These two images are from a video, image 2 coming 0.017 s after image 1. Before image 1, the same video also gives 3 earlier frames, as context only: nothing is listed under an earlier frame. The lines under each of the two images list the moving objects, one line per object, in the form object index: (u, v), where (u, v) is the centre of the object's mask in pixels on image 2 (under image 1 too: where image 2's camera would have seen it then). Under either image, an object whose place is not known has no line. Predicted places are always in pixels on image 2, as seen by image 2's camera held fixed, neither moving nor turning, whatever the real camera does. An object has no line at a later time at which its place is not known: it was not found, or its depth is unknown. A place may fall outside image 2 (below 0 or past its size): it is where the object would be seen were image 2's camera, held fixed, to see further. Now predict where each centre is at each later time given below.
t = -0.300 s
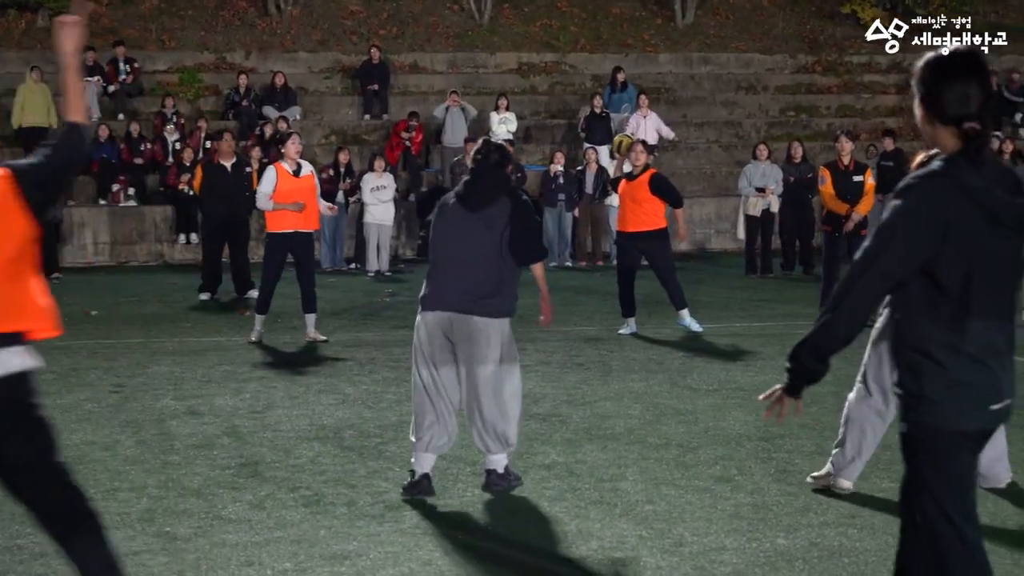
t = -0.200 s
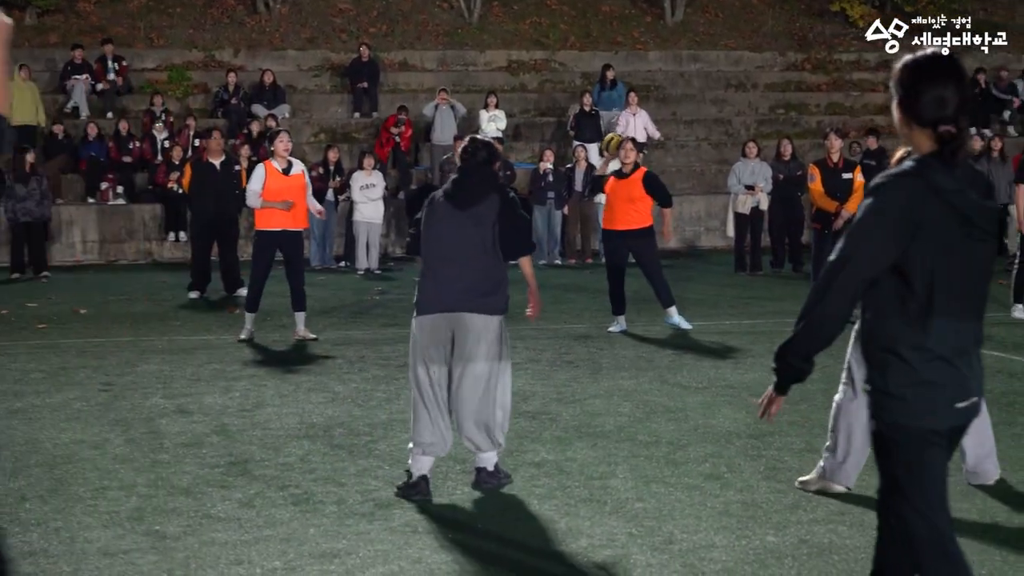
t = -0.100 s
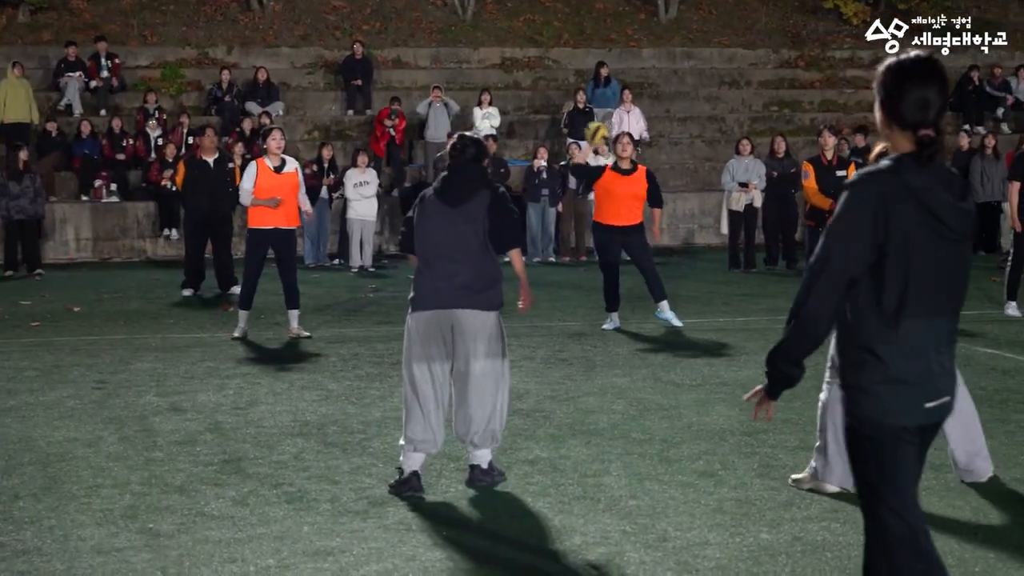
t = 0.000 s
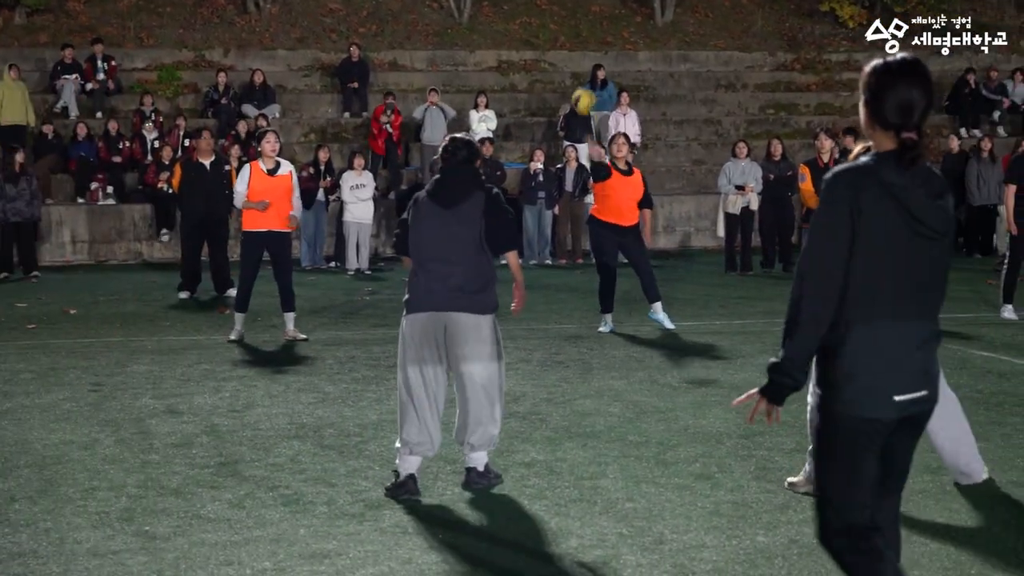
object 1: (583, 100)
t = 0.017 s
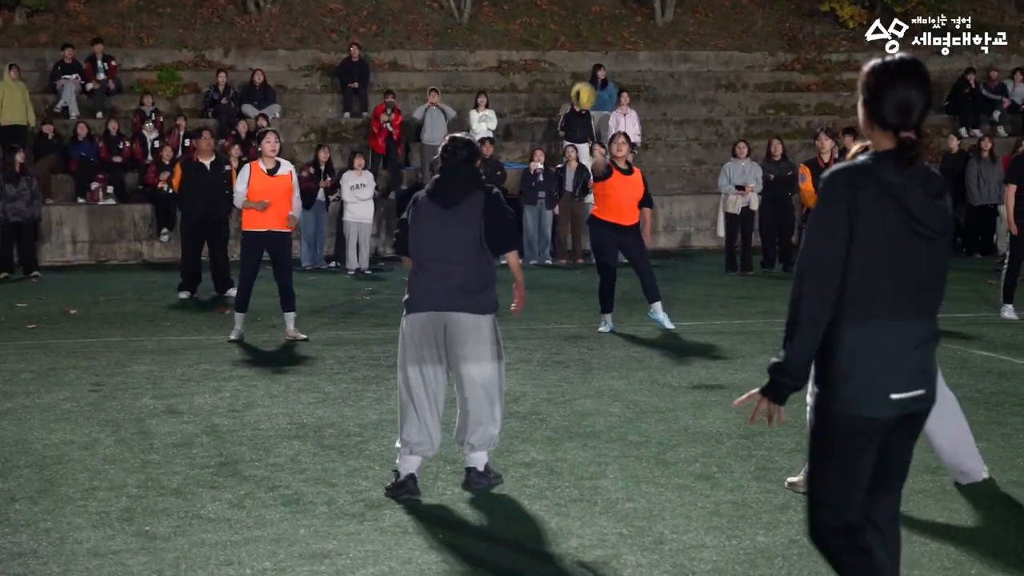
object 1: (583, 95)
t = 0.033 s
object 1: (582, 90)
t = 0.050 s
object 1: (582, 85)
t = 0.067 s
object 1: (582, 80)
